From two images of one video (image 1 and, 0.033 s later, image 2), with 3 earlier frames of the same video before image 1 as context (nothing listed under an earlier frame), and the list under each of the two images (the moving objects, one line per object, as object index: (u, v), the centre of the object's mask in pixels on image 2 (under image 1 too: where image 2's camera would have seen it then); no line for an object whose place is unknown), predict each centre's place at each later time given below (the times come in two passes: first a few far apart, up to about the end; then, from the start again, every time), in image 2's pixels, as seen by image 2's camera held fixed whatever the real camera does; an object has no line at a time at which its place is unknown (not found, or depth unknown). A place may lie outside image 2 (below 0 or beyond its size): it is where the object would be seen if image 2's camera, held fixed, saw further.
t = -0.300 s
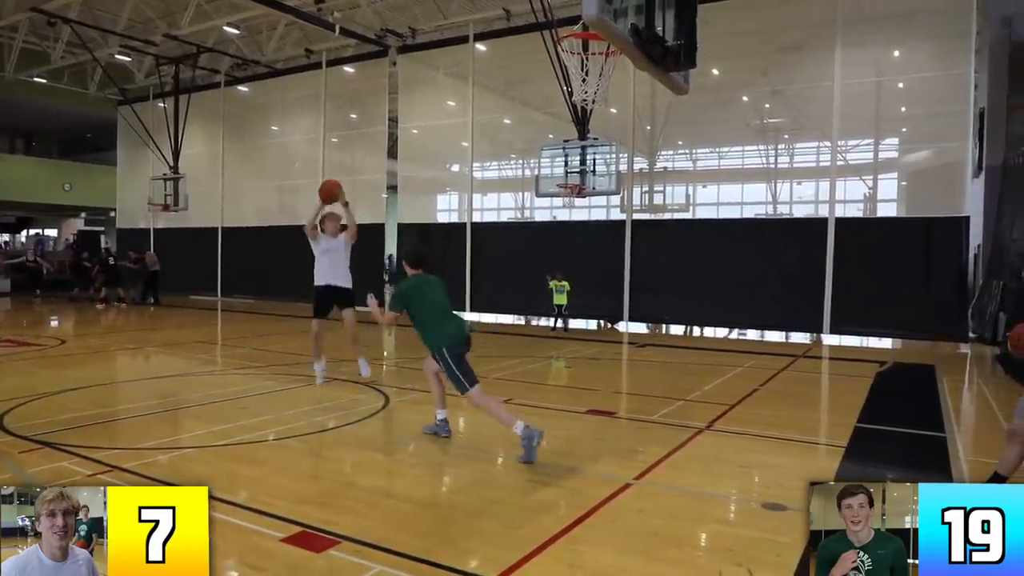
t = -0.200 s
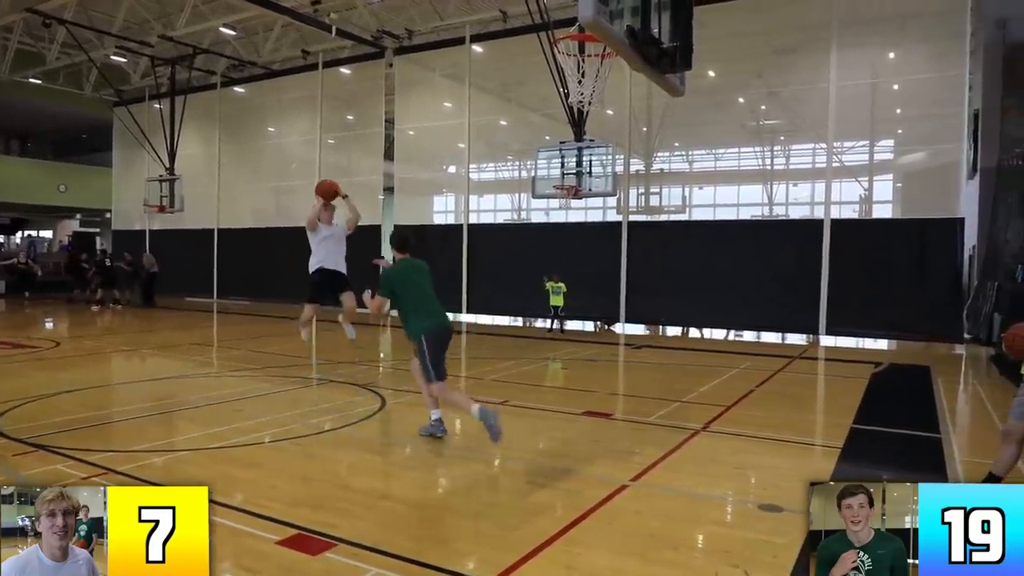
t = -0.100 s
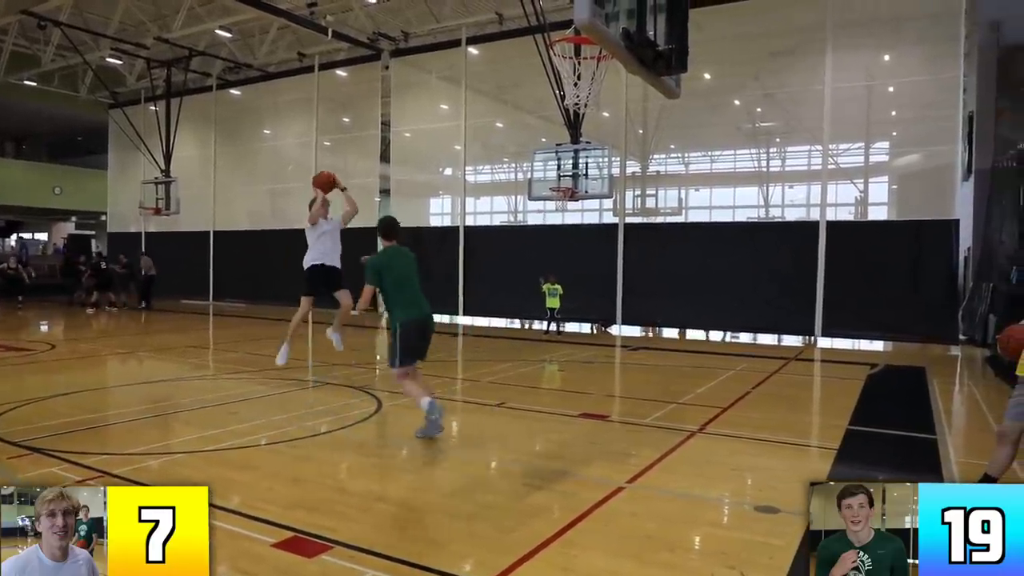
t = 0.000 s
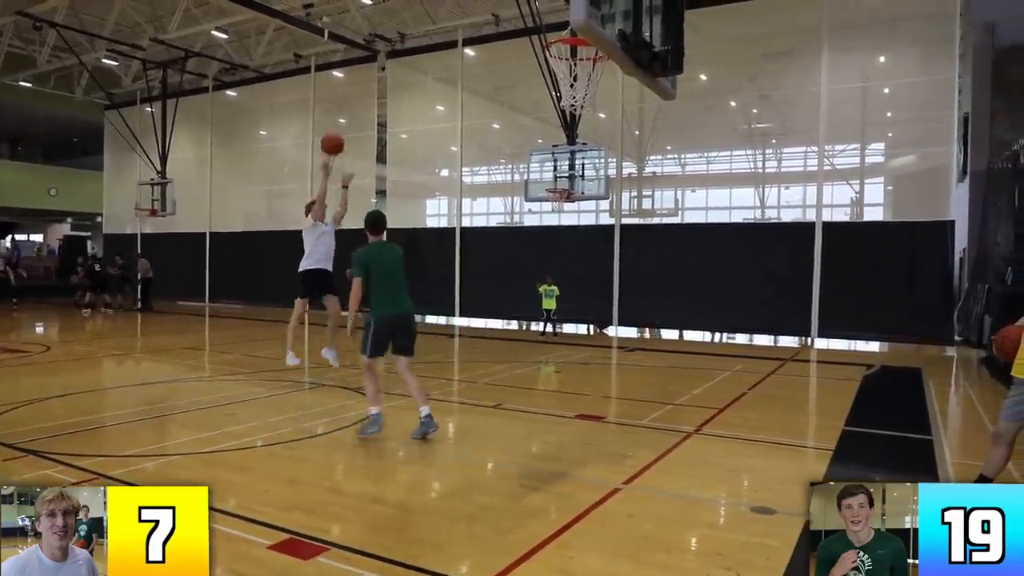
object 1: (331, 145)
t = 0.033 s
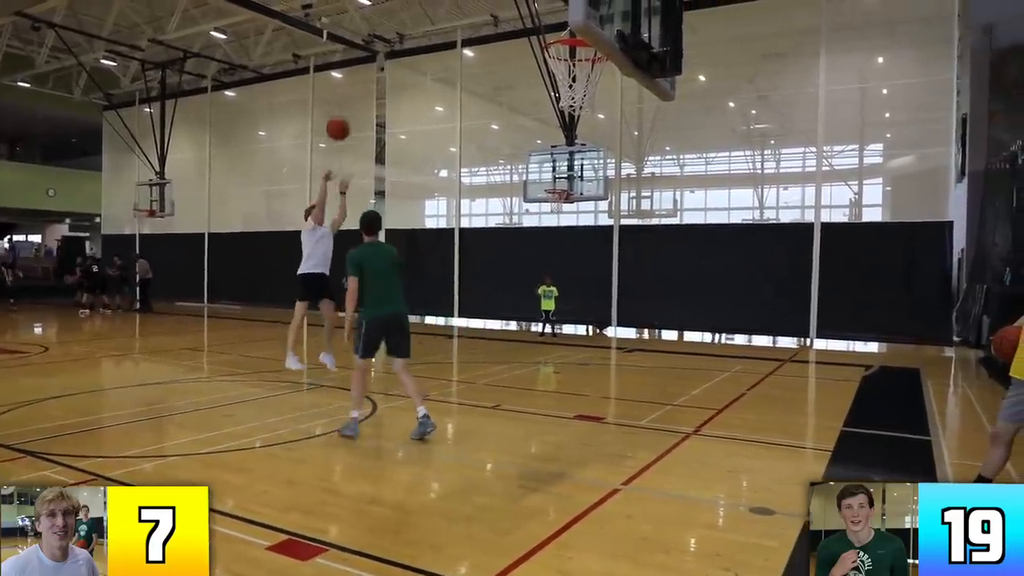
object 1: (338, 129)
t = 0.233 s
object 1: (382, 48)
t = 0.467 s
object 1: (439, -7)
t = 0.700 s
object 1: (506, -5)
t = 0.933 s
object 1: (584, 63)
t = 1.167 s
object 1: (589, 78)
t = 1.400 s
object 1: (569, 105)
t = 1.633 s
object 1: (575, 129)
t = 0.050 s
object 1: (341, 122)
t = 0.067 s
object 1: (344, 114)
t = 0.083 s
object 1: (348, 106)
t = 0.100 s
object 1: (351, 99)
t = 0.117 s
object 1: (356, 92)
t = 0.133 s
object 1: (359, 85)
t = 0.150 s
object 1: (362, 78)
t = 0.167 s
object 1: (365, 72)
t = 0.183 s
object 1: (370, 65)
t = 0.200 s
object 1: (375, 58)
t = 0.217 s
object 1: (377, 54)
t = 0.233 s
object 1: (382, 48)
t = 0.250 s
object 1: (385, 42)
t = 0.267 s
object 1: (387, 39)
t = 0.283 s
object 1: (392, 32)
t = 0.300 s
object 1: (397, 26)
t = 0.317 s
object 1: (401, 22)
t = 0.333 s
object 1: (405, 18)
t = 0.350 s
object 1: (409, 14)
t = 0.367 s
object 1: (413, 10)
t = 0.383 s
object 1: (417, 7)
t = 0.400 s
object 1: (421, 3)
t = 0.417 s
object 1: (425, 0)
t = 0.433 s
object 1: (430, -3)
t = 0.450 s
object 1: (434, -5)
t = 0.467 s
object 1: (439, -7)
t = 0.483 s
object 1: (443, -8)
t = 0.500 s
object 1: (448, -9)
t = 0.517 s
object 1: (452, -10)
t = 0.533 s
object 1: (457, -11)
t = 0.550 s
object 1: (461, -11)
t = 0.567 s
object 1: (467, -11)
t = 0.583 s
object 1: (471, -11)
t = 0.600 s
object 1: (476, -12)
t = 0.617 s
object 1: (481, -11)
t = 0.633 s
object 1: (486, -10)
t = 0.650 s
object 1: (491, -10)
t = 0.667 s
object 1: (495, -9)
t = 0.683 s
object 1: (501, -7)
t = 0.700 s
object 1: (506, -5)
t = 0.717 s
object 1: (511, -2)
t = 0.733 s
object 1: (516, 0)
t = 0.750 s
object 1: (522, 4)
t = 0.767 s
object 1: (527, 7)
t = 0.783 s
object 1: (533, 12)
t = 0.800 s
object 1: (538, 16)
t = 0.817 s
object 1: (544, 22)
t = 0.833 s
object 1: (549, 28)
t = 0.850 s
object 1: (555, 31)
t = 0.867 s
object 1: (558, 33)
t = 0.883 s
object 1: (565, 35)
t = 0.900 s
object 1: (576, 57)
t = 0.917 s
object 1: (580, 60)
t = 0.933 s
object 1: (584, 63)
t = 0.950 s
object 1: (593, 70)
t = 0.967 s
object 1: (595, 73)
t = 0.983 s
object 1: (598, 76)
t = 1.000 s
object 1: (599, 77)
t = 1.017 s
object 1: (599, 74)
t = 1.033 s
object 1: (599, 74)
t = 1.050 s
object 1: (598, 74)
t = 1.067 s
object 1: (597, 74)
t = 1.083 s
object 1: (596, 74)
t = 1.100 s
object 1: (595, 74)
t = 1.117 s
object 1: (593, 75)
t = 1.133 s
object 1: (591, 75)
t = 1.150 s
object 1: (590, 77)
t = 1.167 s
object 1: (589, 78)
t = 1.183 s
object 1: (587, 80)
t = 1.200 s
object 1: (584, 84)
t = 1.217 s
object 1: (581, 87)
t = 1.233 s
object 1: (579, 88)
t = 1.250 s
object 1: (577, 90)
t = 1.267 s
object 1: (573, 92)
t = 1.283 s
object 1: (572, 94)
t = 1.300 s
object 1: (571, 96)
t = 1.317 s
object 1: (569, 97)
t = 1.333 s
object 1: (569, 99)
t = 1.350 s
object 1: (569, 101)
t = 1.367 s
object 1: (569, 102)
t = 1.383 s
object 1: (569, 103)
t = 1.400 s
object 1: (569, 105)
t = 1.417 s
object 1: (567, 103)
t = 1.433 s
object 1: (566, 111)
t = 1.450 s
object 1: (567, 112)
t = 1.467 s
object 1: (568, 113)
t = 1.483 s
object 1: (569, 113)
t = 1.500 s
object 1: (569, 113)
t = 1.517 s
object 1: (570, 114)
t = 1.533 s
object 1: (571, 115)
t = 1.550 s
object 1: (572, 116)
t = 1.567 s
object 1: (572, 117)
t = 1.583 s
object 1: (573, 121)
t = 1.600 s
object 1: (573, 122)
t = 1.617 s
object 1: (574, 125)
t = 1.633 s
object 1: (575, 129)
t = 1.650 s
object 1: (576, 134)
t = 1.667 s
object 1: (576, 138)
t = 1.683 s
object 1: (576, 143)
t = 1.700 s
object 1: (577, 148)
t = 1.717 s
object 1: (578, 153)
